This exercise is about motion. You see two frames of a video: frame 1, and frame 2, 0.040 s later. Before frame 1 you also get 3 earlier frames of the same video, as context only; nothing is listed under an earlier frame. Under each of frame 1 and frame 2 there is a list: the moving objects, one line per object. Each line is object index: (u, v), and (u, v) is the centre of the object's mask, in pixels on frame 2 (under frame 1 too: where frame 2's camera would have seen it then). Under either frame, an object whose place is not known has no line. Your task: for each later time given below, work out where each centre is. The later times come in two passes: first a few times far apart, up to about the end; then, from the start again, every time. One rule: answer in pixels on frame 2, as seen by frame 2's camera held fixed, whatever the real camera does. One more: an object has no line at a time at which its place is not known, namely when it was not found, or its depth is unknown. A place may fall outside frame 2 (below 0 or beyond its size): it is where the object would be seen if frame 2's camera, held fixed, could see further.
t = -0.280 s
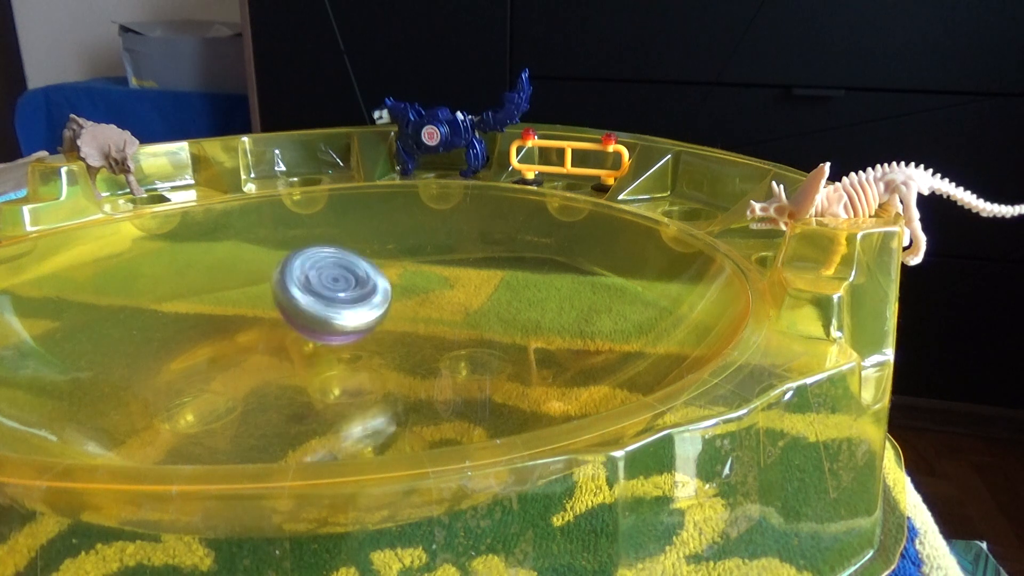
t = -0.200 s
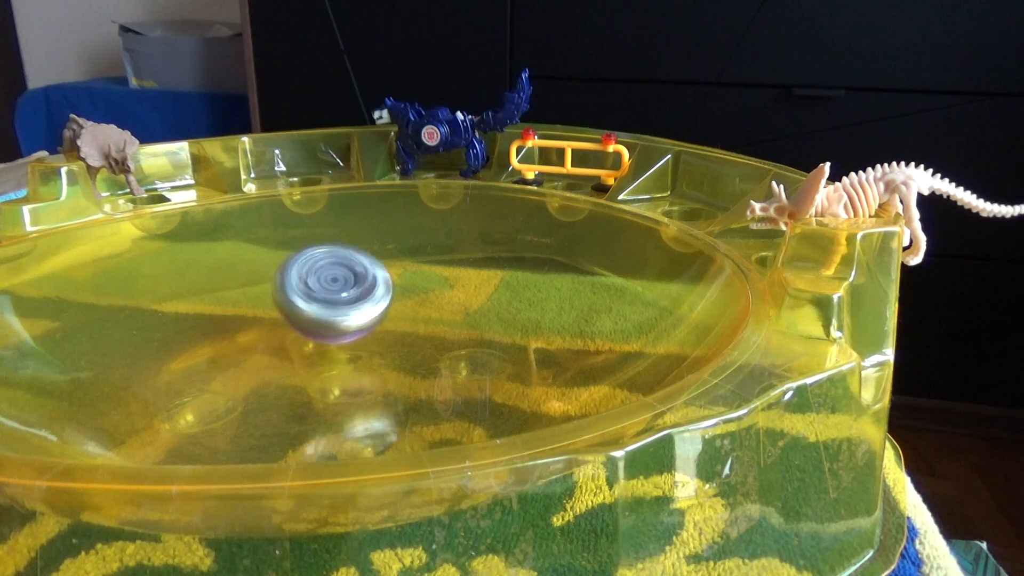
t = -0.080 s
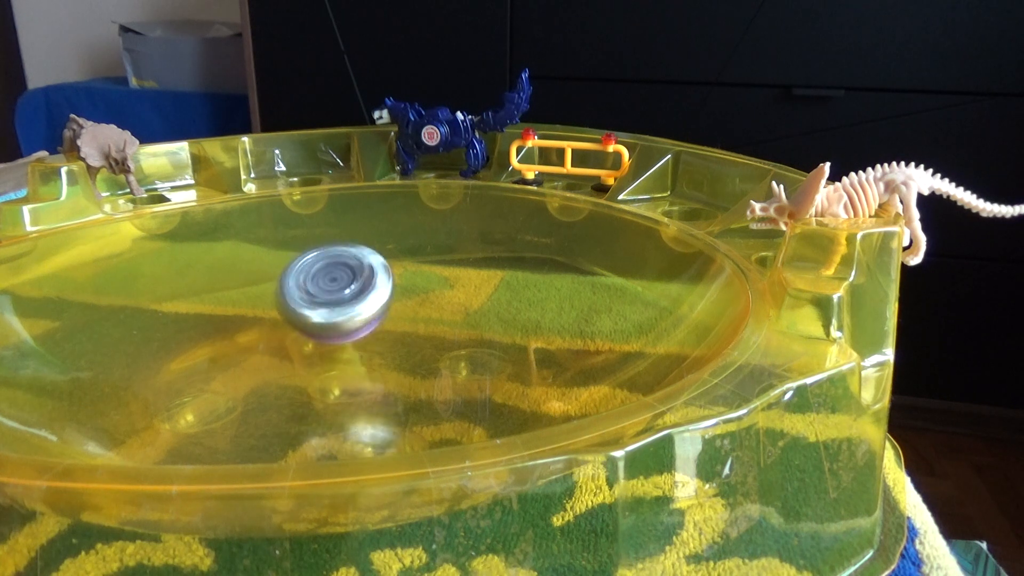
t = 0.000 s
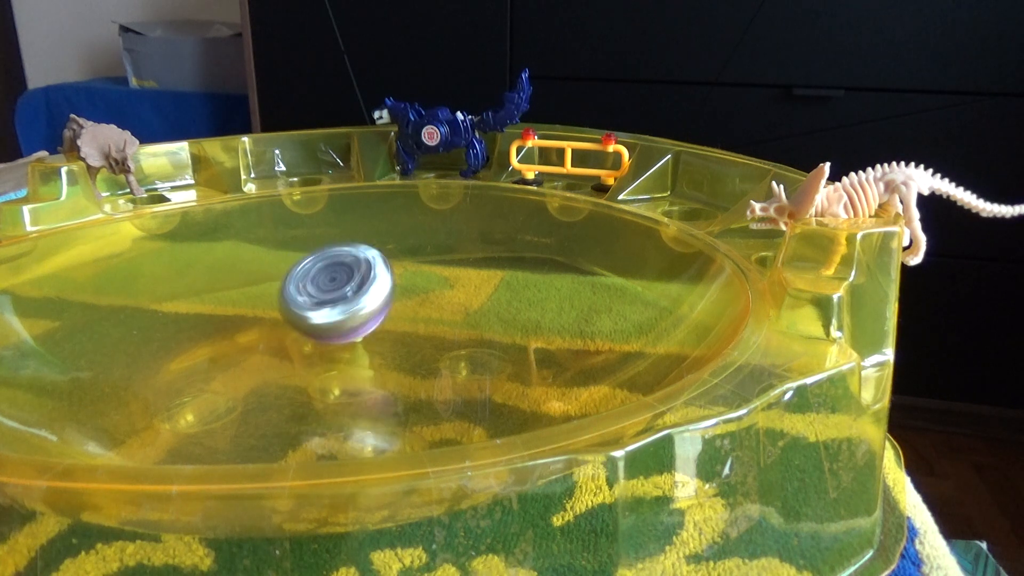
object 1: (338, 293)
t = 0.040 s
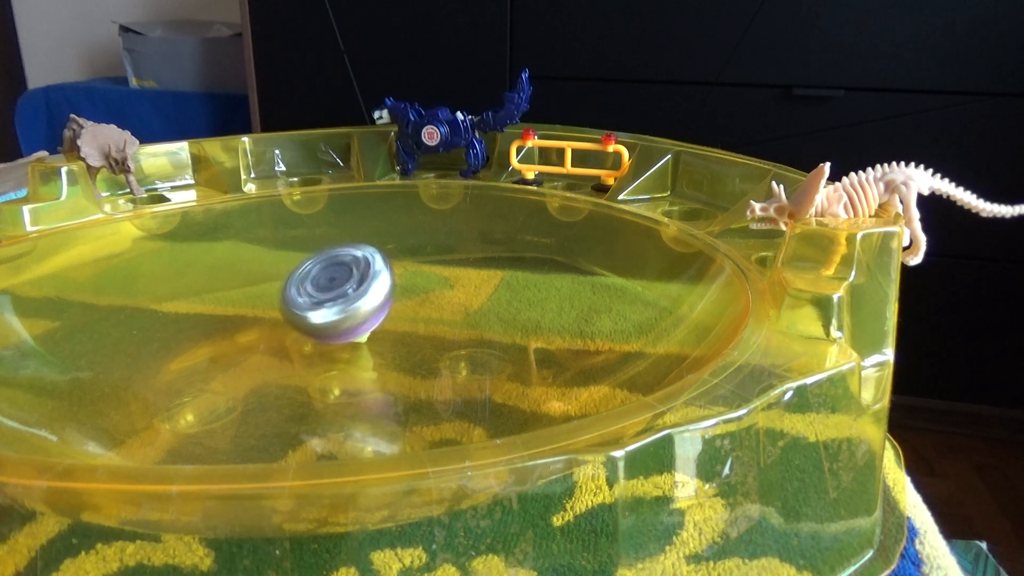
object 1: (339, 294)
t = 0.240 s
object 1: (345, 300)
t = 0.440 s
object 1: (343, 305)
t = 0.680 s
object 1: (335, 305)
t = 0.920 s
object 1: (329, 304)
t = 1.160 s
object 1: (332, 296)
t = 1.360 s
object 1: (335, 293)
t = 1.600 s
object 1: (340, 297)
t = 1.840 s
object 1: (343, 303)
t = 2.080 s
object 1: (338, 303)
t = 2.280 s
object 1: (333, 304)
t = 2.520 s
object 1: (333, 298)
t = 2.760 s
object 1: (335, 294)
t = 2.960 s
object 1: (336, 295)
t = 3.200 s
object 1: (340, 301)
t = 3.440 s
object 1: (339, 301)
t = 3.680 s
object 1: (336, 302)
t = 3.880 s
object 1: (335, 298)
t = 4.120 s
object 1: (337, 293)
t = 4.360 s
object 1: (336, 295)
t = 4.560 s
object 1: (340, 301)
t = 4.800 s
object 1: (338, 302)
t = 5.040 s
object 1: (333, 302)
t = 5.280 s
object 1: (334, 296)
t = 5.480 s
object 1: (336, 292)
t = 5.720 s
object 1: (339, 295)
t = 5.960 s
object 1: (342, 300)
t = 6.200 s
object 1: (338, 302)
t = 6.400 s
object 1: (333, 302)
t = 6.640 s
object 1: (334, 295)
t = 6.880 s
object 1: (335, 292)
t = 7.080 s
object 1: (337, 296)
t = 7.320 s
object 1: (339, 301)
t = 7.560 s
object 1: (335, 301)
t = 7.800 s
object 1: (333, 300)
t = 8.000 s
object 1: (335, 294)
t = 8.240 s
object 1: (334, 293)
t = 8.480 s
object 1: (337, 299)
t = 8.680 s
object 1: (337, 301)
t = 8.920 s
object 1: (334, 301)
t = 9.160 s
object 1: (334, 297)
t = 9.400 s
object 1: (335, 293)
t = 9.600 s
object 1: (334, 295)
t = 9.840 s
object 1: (337, 301)
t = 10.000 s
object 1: (337, 300)
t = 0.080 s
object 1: (341, 295)
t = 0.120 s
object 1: (342, 296)
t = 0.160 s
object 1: (343, 297)
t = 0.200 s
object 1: (344, 299)
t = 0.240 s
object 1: (345, 300)
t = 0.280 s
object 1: (346, 301)
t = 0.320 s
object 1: (346, 303)
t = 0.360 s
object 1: (345, 304)
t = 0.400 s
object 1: (345, 304)
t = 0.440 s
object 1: (343, 305)
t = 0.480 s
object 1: (342, 305)
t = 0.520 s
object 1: (341, 304)
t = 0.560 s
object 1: (340, 305)
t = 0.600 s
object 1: (338, 305)
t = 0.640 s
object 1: (337, 305)
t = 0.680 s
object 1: (335, 305)
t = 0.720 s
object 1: (334, 305)
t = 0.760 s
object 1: (332, 305)
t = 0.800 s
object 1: (331, 305)
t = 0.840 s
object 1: (330, 305)
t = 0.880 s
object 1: (329, 304)
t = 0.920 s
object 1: (329, 304)
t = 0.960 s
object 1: (329, 302)
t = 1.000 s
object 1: (329, 301)
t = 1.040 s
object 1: (329, 299)
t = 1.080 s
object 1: (330, 298)
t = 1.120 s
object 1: (331, 297)
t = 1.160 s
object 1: (332, 296)
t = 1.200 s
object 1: (332, 295)
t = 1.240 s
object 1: (333, 294)
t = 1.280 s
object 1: (334, 293)
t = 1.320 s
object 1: (335, 293)
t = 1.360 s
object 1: (335, 293)
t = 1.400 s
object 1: (336, 293)
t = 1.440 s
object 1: (336, 293)
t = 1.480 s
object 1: (337, 294)
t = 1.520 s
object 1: (338, 295)
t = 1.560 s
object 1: (339, 296)
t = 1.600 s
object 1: (340, 297)
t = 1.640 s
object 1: (342, 298)
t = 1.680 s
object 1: (342, 299)
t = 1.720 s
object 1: (343, 301)
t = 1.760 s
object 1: (343, 301)
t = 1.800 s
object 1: (344, 302)
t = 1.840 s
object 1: (343, 303)
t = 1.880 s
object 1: (343, 304)
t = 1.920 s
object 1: (342, 304)
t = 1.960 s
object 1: (341, 304)
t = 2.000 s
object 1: (340, 303)
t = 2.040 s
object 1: (339, 304)
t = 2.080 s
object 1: (338, 303)
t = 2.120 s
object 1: (337, 304)
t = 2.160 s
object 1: (336, 304)
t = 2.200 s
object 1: (335, 305)
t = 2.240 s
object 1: (334, 305)
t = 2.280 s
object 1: (333, 304)
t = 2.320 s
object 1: (333, 304)
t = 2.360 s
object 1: (332, 303)
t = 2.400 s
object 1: (332, 302)
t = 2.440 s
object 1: (332, 301)
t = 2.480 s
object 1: (332, 299)
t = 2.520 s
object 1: (333, 298)
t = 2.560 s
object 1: (333, 297)
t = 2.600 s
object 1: (334, 296)
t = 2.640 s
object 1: (334, 295)
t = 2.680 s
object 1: (335, 295)
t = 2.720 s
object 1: (335, 294)
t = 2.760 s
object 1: (335, 294)
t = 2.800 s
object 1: (336, 294)
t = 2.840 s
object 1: (336, 294)
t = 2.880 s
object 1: (336, 294)
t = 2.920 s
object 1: (336, 295)
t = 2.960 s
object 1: (336, 295)
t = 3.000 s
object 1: (337, 296)
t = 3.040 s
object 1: (338, 297)
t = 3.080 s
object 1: (338, 298)
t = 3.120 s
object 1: (339, 299)
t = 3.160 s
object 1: (340, 300)
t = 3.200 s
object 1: (340, 301)
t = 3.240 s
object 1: (340, 302)
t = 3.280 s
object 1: (340, 302)
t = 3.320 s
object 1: (340, 302)
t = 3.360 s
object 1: (340, 302)
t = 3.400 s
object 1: (339, 302)
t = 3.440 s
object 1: (339, 301)
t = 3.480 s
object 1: (339, 301)
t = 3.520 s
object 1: (338, 301)
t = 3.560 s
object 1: (338, 302)
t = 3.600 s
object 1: (337, 302)
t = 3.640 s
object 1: (336, 302)
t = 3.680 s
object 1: (336, 302)
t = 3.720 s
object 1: (335, 302)
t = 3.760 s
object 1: (335, 301)
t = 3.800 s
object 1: (335, 300)
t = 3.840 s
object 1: (335, 299)
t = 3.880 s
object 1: (335, 298)
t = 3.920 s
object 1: (336, 297)
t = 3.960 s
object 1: (336, 296)
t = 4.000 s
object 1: (337, 295)
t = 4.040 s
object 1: (337, 294)
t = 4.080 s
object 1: (337, 294)
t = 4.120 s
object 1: (337, 293)
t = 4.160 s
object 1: (337, 293)
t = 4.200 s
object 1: (336, 293)
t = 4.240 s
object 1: (336, 294)
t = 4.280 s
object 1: (336, 294)
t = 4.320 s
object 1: (336, 294)
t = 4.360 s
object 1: (336, 295)
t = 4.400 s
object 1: (337, 296)
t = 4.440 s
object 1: (338, 297)
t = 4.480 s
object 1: (339, 298)
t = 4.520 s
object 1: (340, 299)
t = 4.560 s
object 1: (340, 301)
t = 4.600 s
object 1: (340, 301)
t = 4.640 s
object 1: (340, 302)
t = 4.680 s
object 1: (340, 302)
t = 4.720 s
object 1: (339, 302)
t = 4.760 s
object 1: (338, 302)
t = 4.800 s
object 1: (338, 302)
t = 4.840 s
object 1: (337, 302)
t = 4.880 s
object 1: (336, 302)
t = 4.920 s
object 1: (336, 302)
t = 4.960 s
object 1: (335, 303)
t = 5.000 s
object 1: (334, 303)
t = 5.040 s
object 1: (333, 302)
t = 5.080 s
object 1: (333, 302)
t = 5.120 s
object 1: (333, 301)
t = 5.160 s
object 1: (333, 300)
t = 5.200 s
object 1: (333, 299)
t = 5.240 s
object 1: (333, 297)
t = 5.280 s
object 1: (334, 296)
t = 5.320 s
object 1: (334, 295)
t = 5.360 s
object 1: (335, 294)
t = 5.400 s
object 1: (335, 293)
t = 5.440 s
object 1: (336, 293)
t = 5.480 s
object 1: (336, 292)
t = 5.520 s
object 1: (337, 292)
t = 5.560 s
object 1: (337, 292)
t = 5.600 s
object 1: (337, 292)
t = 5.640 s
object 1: (337, 293)
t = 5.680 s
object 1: (338, 294)
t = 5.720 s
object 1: (339, 295)
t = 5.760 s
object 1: (340, 295)
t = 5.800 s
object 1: (341, 297)
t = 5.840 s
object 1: (341, 298)
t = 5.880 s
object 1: (342, 299)
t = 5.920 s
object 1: (342, 300)
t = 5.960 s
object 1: (342, 300)
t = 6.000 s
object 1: (342, 301)
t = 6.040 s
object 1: (341, 302)
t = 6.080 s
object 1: (340, 302)
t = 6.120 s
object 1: (340, 301)
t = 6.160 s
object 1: (339, 302)
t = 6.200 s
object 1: (338, 302)
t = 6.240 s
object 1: (337, 302)
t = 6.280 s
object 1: (336, 302)
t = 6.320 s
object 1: (334, 302)
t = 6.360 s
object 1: (333, 302)
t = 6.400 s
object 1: (333, 302)
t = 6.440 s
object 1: (332, 301)
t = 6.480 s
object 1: (332, 300)
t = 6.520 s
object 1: (332, 299)
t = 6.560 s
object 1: (333, 298)
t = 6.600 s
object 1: (333, 297)
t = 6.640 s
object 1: (334, 295)
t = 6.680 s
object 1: (334, 294)
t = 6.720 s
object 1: (335, 294)
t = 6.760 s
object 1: (335, 293)
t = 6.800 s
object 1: (336, 293)
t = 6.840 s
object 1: (335, 292)
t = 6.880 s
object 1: (335, 292)
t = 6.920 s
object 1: (335, 293)
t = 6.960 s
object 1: (335, 293)
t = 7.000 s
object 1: (336, 294)
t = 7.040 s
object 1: (336, 295)
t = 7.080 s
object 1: (337, 296)
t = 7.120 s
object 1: (338, 297)
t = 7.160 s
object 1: (338, 298)
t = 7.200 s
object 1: (339, 299)
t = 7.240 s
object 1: (339, 300)
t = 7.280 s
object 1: (339, 301)
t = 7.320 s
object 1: (339, 301)
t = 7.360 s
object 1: (339, 301)
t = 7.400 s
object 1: (338, 301)
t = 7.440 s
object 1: (337, 301)
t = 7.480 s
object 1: (337, 301)
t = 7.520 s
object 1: (336, 301)
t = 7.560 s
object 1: (335, 301)
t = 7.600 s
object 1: (334, 302)
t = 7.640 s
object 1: (334, 302)
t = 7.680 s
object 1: (334, 302)
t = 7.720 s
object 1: (333, 301)
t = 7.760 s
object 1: (333, 301)
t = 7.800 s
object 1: (333, 300)
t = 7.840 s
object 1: (333, 299)
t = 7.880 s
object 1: (333, 297)
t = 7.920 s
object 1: (334, 296)
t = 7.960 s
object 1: (334, 295)
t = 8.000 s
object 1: (335, 294)
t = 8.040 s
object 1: (335, 294)
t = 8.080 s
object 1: (335, 293)
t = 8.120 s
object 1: (335, 293)
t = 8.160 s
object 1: (335, 293)
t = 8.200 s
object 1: (335, 293)
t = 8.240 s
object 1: (334, 293)
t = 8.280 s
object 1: (335, 294)
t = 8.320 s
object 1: (335, 295)
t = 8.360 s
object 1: (336, 296)
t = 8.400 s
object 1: (336, 297)
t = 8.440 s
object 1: (337, 298)
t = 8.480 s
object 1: (337, 299)
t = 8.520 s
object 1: (337, 300)
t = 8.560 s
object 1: (338, 300)
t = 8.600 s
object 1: (337, 301)
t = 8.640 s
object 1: (337, 301)
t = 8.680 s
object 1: (337, 301)
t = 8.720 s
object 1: (337, 301)
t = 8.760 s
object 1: (336, 301)
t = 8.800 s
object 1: (336, 301)
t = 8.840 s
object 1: (335, 301)
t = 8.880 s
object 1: (335, 301)
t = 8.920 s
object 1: (334, 301)
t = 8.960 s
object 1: (334, 301)
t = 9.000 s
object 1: (334, 301)
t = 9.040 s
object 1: (333, 300)
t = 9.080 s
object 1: (334, 299)
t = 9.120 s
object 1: (334, 298)
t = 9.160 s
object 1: (334, 297)
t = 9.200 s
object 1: (335, 296)
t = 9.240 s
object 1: (335, 295)
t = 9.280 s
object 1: (336, 295)
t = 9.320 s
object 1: (336, 294)
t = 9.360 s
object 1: (335, 294)
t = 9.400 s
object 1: (335, 293)
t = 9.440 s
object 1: (335, 293)
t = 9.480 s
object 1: (334, 294)
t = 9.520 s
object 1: (334, 294)
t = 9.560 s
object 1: (334, 295)
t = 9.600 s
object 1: (334, 295)
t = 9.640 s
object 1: (335, 296)
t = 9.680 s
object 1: (335, 297)
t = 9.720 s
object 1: (336, 299)
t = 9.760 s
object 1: (336, 299)
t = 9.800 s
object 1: (337, 300)
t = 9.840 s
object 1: (337, 301)
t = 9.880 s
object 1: (337, 301)
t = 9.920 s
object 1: (337, 301)
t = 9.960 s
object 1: (337, 300)
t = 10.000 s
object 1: (337, 300)
